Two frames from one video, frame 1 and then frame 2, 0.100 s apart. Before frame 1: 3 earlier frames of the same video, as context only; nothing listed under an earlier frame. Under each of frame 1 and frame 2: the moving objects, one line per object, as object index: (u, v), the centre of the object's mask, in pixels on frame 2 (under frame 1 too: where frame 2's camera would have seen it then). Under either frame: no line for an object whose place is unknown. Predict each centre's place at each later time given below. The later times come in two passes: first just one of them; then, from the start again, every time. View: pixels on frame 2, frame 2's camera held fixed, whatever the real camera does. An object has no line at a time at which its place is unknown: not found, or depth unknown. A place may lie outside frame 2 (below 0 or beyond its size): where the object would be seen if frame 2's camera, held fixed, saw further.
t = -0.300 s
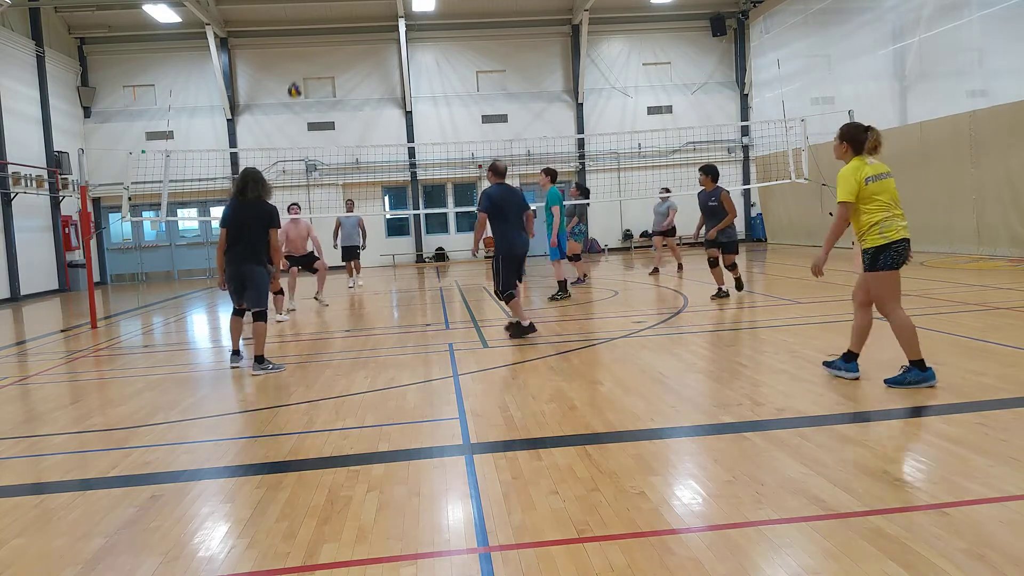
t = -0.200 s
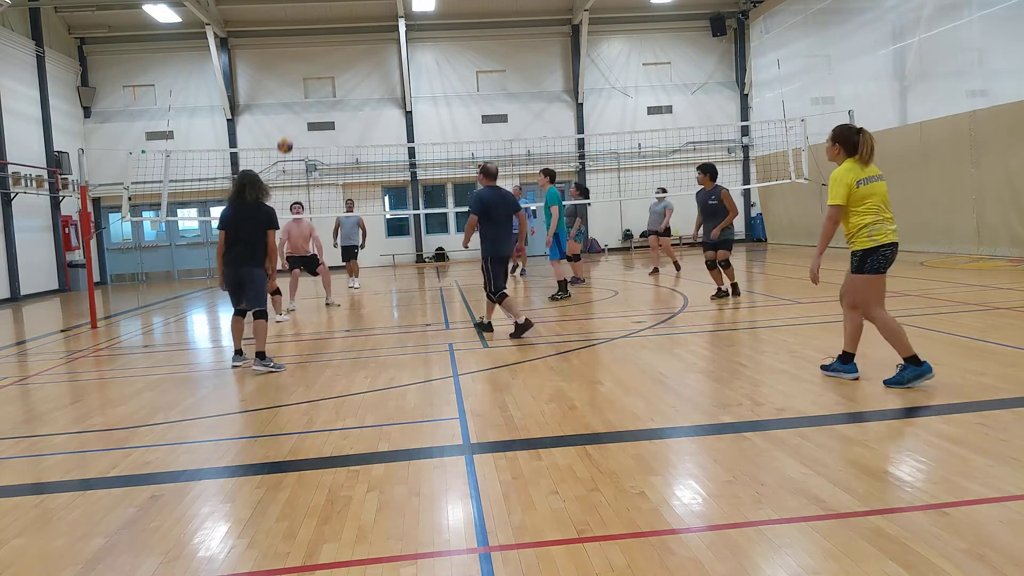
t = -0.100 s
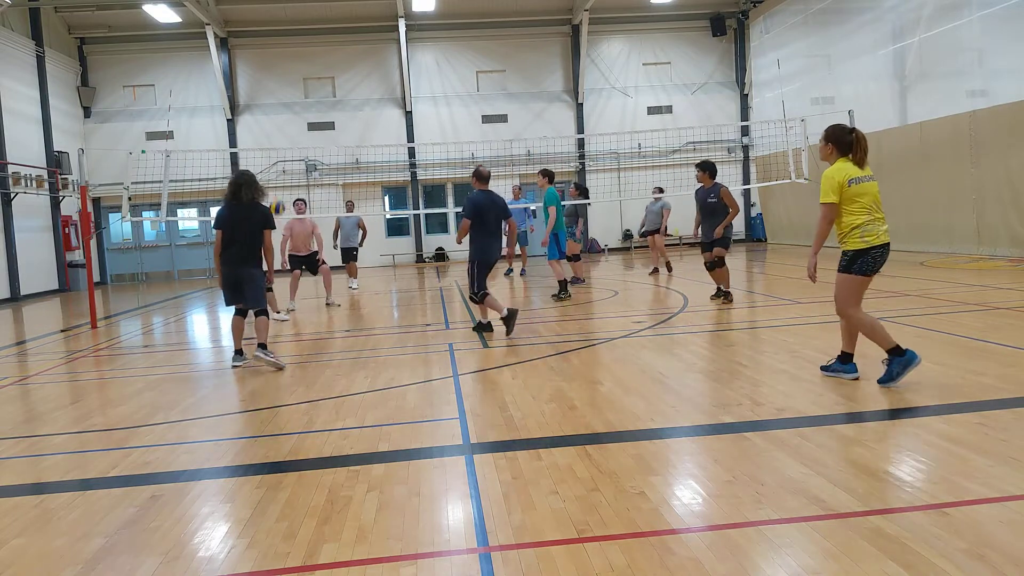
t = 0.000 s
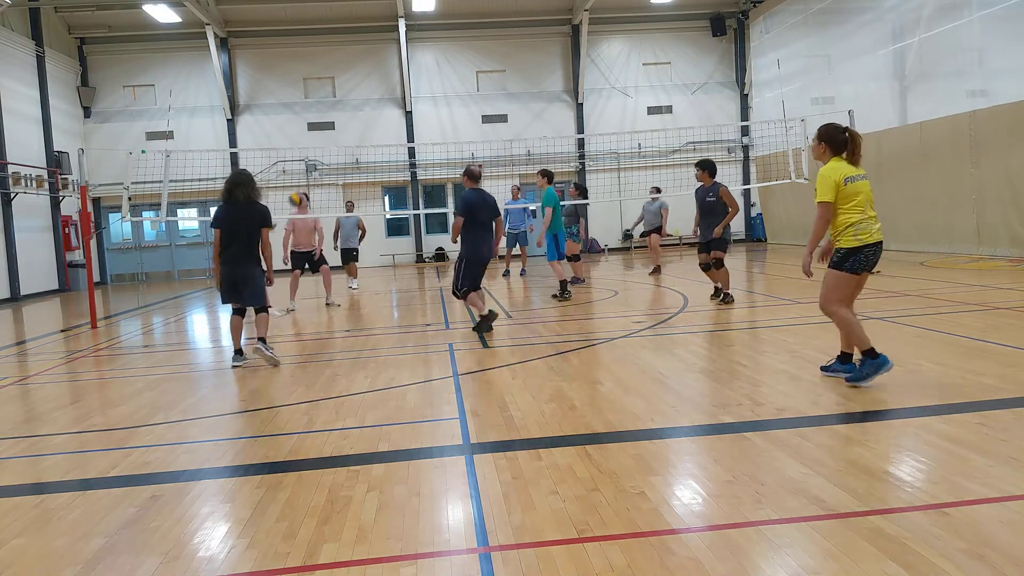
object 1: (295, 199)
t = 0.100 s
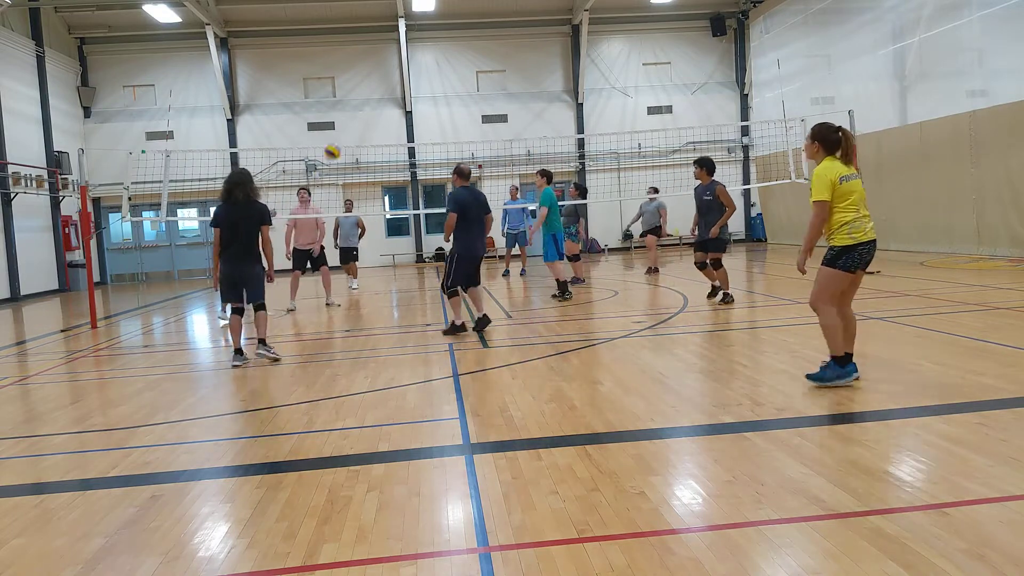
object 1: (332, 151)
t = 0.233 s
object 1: (382, 98)
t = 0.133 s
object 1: (344, 138)
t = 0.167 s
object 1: (357, 124)
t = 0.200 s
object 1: (369, 110)
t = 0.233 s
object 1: (382, 98)
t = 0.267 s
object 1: (395, 88)
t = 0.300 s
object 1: (408, 76)
